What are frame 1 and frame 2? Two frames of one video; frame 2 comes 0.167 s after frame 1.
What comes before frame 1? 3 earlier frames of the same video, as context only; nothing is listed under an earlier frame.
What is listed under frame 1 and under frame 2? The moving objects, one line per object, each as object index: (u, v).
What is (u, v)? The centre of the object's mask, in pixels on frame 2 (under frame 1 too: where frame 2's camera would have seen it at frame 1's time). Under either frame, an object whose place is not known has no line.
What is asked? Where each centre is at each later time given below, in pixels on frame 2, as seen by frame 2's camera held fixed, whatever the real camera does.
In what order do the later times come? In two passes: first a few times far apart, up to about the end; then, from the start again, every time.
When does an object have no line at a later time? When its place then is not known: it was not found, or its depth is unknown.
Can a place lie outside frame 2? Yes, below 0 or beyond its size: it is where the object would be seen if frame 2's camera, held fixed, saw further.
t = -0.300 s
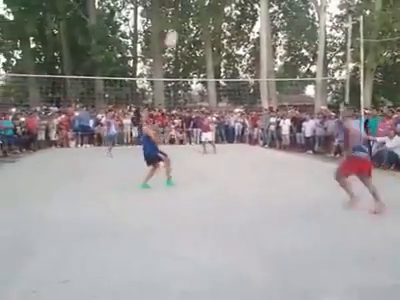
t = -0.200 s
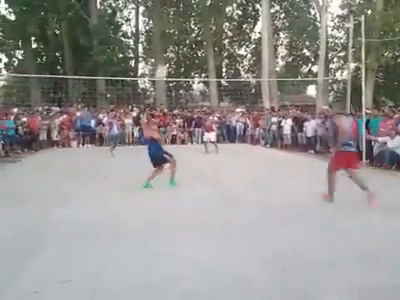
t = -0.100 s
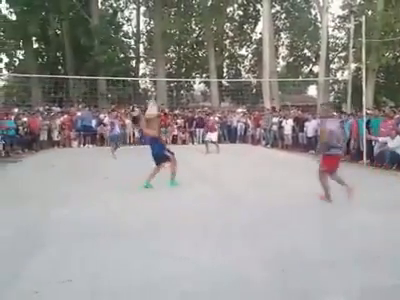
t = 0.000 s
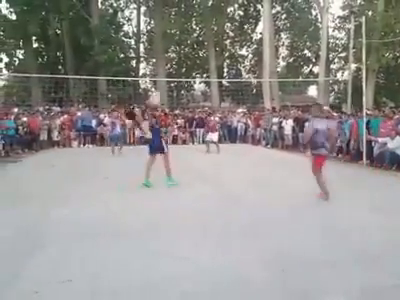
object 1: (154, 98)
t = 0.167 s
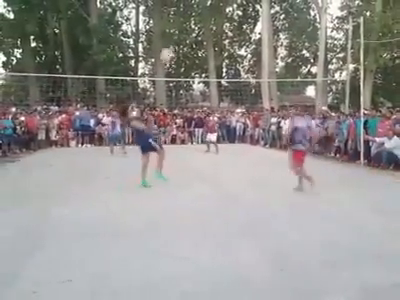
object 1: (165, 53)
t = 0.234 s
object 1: (171, 41)
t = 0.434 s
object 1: (187, 16)
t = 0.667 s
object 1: (204, 12)
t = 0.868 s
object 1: (217, 28)
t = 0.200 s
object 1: (168, 47)
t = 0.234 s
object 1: (171, 41)
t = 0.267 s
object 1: (174, 35)
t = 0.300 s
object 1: (176, 30)
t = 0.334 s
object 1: (179, 26)
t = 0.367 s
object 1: (182, 22)
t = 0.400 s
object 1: (184, 18)
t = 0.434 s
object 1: (187, 16)
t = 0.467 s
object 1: (189, 13)
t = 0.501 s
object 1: (192, 12)
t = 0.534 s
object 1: (195, 10)
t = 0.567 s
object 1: (197, 10)
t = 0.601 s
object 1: (199, 10)
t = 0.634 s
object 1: (202, 11)
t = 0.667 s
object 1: (204, 12)
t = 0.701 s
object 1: (206, 13)
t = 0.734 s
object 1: (209, 15)
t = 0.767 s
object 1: (211, 17)
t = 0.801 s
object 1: (213, 20)
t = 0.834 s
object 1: (215, 24)
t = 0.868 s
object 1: (217, 28)
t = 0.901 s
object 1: (219, 32)
